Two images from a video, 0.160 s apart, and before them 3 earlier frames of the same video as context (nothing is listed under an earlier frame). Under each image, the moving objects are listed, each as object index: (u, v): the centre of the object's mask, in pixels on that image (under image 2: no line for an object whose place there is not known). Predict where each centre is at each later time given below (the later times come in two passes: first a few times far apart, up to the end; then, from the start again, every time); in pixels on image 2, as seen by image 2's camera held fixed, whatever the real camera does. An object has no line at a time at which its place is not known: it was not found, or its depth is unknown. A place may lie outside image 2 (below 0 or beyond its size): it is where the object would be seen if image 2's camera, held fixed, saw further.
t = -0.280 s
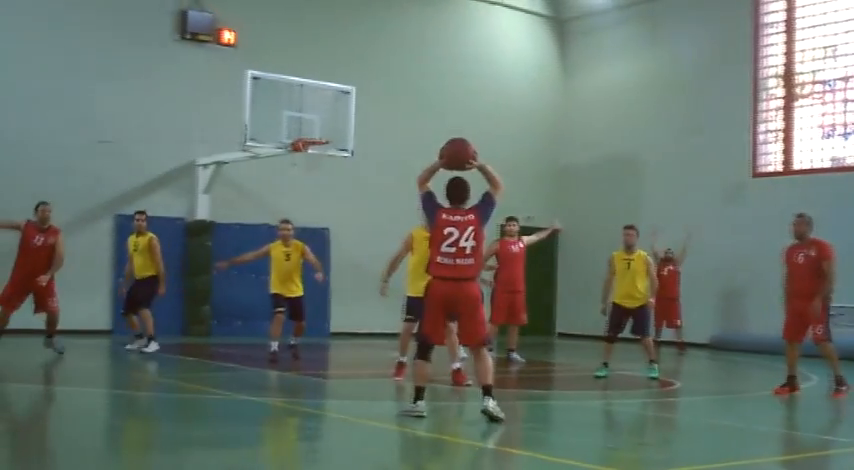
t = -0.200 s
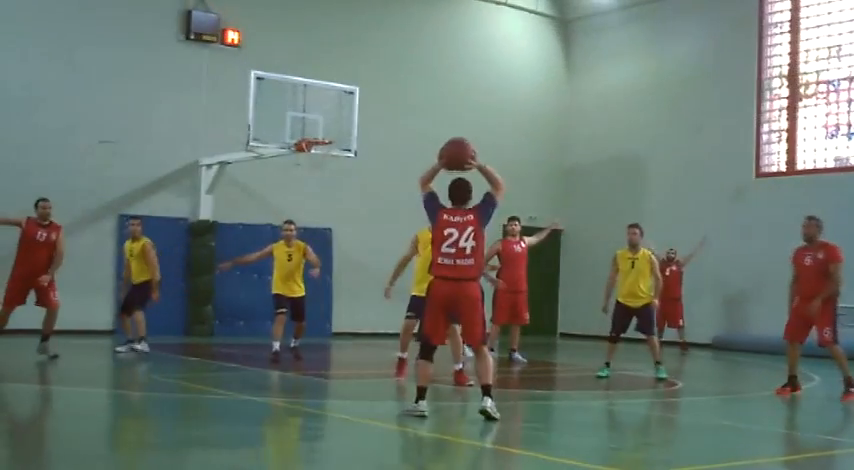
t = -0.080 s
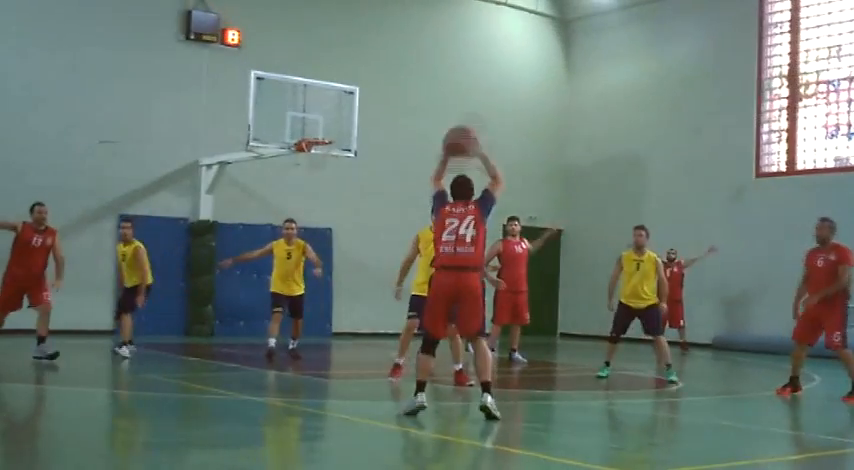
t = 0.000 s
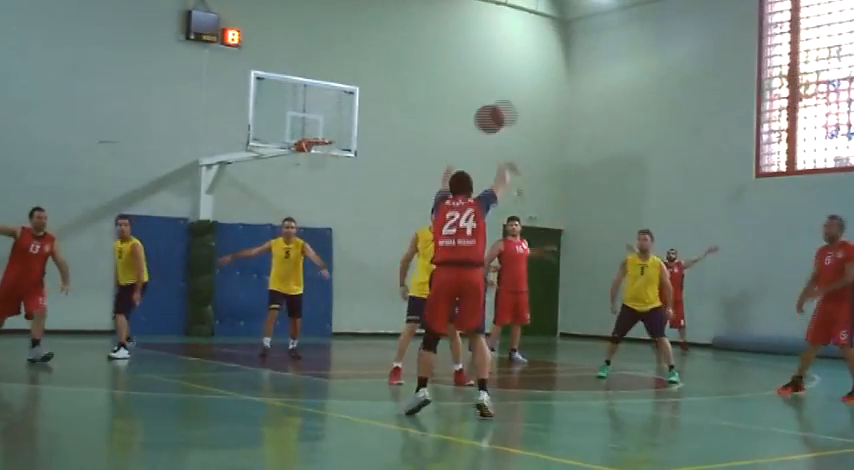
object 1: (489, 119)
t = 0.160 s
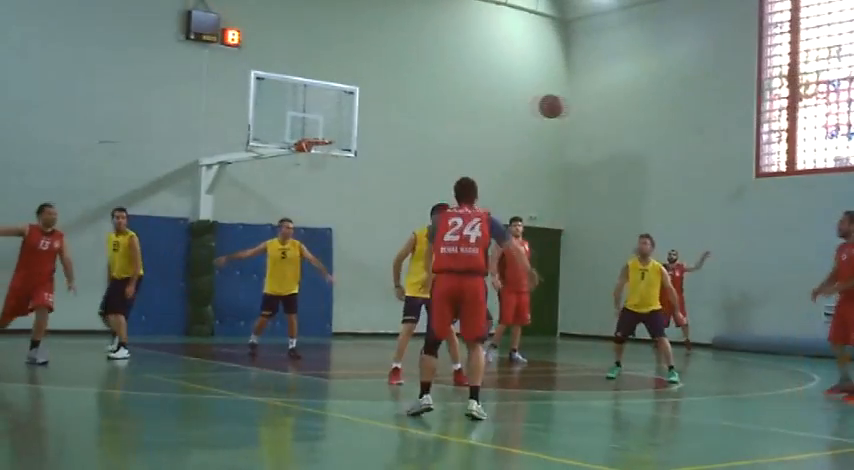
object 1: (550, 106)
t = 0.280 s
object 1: (579, 114)
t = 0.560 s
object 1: (622, 160)
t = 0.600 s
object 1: (627, 169)
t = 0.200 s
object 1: (560, 107)
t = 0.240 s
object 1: (570, 110)
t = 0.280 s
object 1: (579, 114)
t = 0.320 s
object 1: (588, 119)
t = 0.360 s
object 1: (595, 123)
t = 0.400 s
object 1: (601, 129)
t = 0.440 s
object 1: (608, 136)
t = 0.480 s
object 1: (614, 144)
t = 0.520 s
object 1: (618, 153)
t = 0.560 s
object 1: (622, 160)
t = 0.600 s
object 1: (627, 169)
